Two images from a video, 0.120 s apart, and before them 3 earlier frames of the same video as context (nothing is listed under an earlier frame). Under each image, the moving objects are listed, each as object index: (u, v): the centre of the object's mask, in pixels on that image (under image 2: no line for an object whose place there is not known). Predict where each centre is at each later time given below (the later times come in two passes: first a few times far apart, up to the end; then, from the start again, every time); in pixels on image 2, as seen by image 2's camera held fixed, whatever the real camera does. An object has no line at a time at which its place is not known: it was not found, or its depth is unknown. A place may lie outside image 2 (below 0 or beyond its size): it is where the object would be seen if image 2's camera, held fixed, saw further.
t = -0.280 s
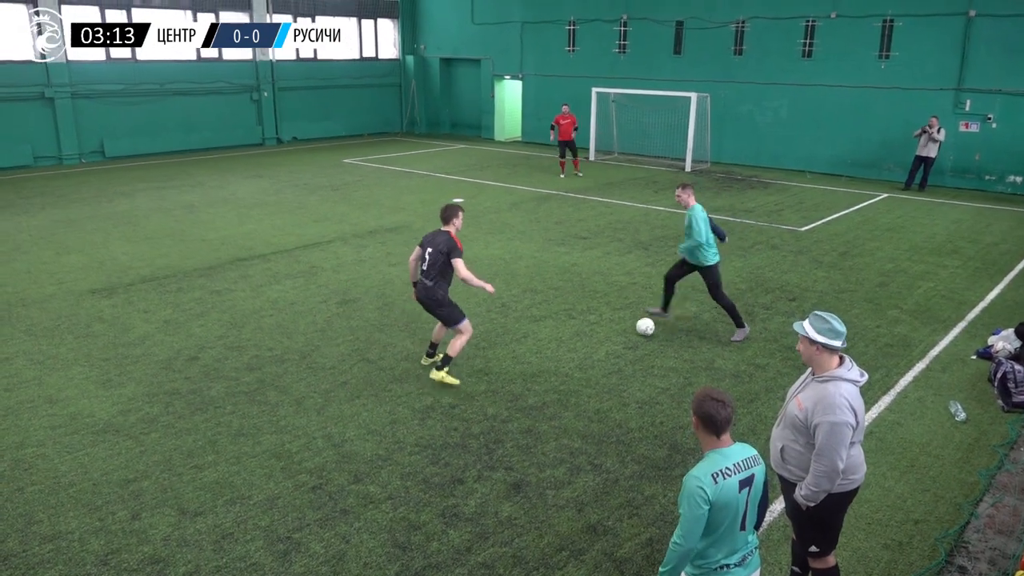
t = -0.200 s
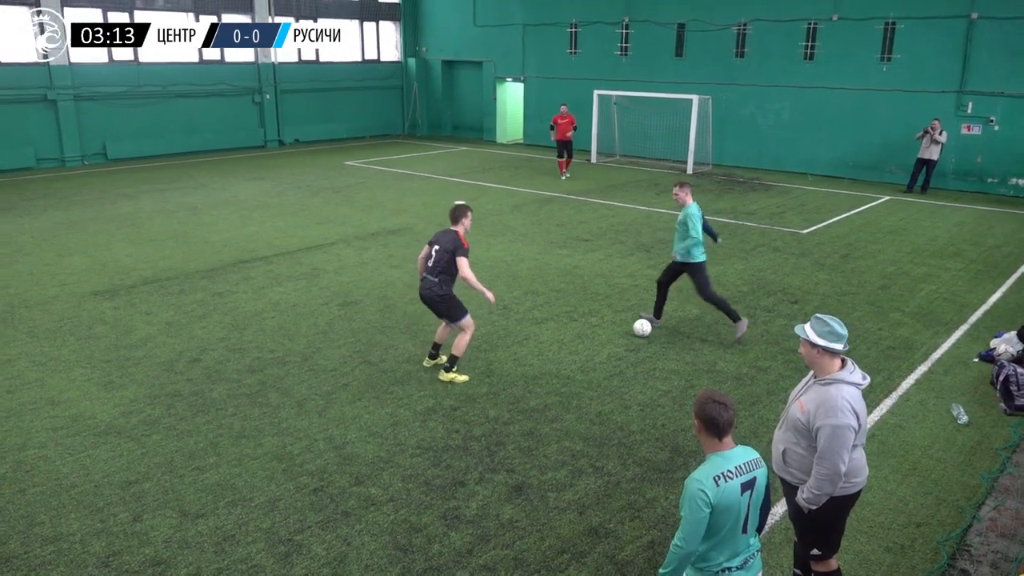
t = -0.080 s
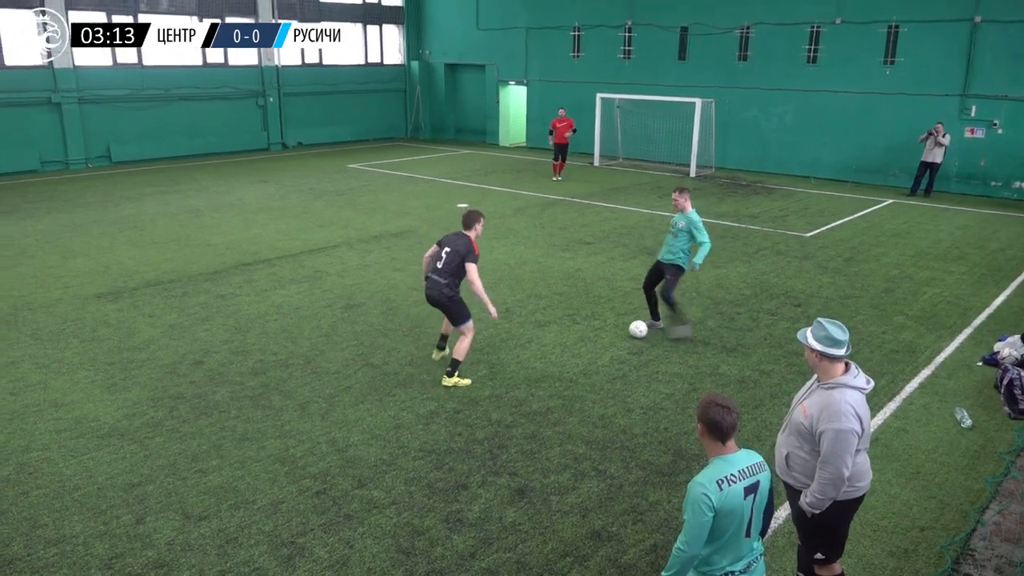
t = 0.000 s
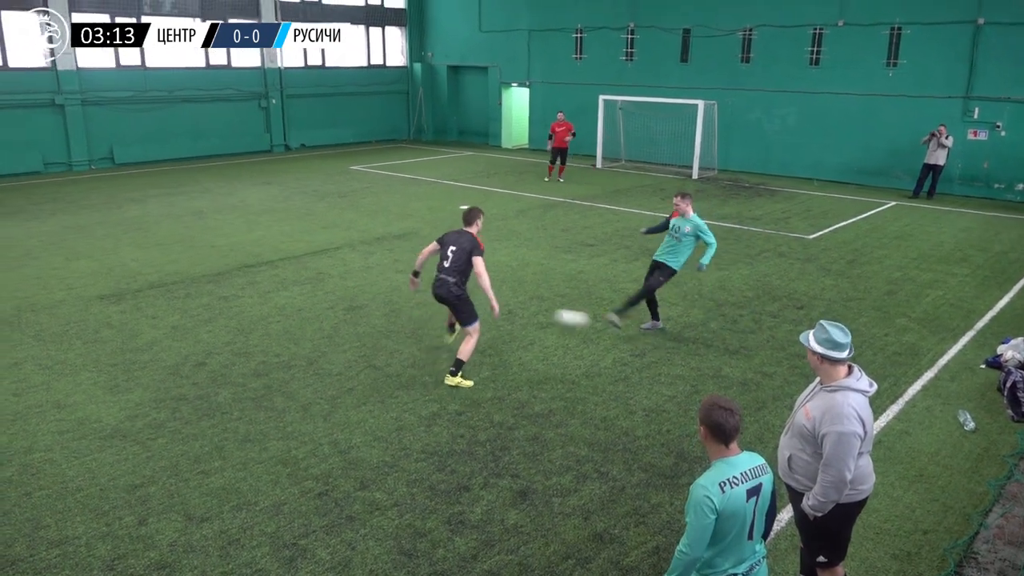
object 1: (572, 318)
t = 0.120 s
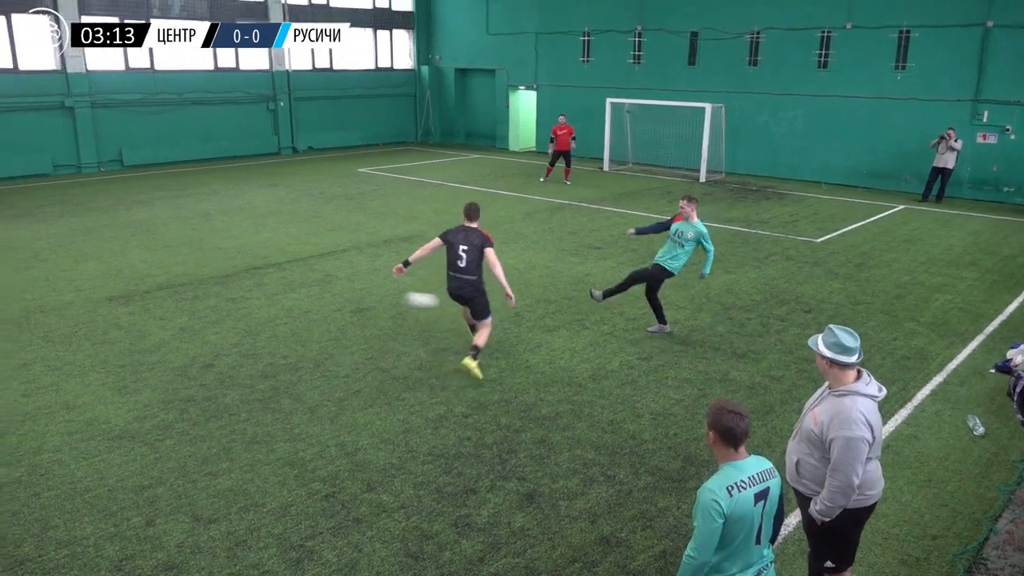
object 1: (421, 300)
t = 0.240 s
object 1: (275, 292)
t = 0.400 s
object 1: (105, 297)
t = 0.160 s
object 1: (371, 296)
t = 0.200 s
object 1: (322, 294)
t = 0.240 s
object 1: (275, 292)
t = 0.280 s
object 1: (231, 292)
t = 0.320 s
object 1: (187, 293)
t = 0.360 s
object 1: (145, 295)
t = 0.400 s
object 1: (105, 297)
